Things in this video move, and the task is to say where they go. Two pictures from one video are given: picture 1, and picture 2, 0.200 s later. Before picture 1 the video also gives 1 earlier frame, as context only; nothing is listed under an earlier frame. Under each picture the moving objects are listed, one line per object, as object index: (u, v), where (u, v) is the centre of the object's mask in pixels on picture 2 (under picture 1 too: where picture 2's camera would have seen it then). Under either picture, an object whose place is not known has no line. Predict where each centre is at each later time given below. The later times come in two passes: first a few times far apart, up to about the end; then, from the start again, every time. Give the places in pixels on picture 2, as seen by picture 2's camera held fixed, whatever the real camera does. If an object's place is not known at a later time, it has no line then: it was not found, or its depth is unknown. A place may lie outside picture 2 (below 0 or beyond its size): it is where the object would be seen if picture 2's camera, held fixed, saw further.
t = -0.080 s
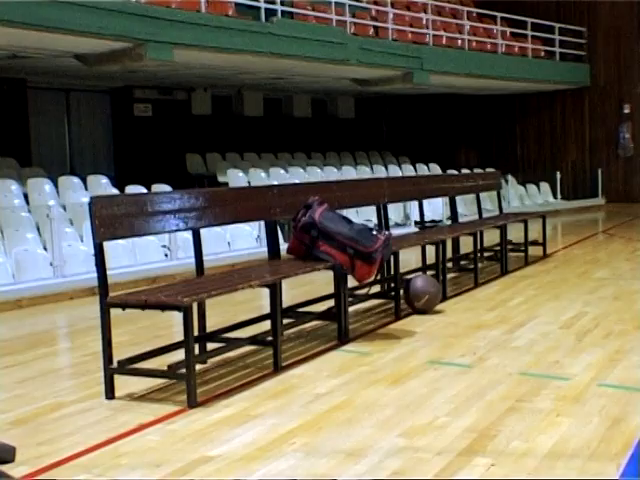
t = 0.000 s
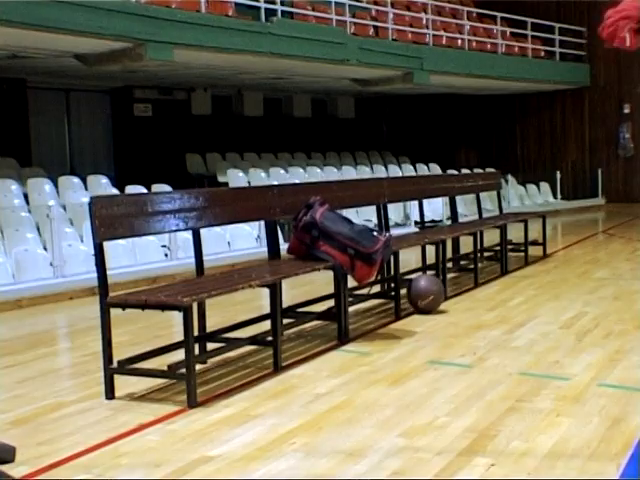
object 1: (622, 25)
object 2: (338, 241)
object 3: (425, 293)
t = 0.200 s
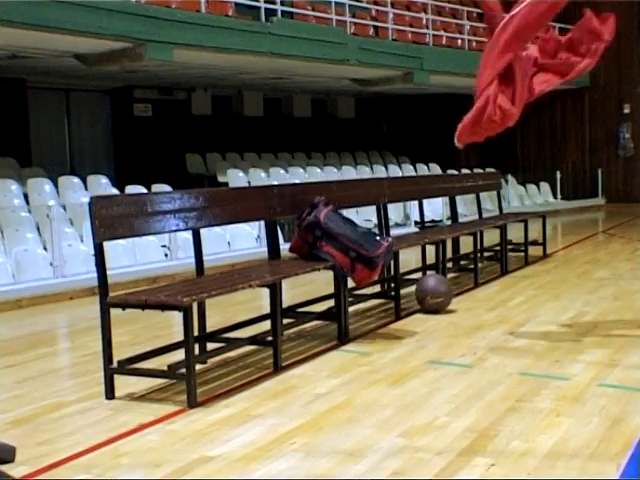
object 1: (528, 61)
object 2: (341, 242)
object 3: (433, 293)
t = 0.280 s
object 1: (477, 104)
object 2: (342, 243)
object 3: (436, 293)
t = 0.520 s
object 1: (386, 266)
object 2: (335, 242)
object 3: (446, 292)
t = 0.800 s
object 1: (407, 315)
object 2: (384, 280)
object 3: (456, 292)
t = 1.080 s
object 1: (408, 333)
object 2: (410, 311)
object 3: (465, 291)
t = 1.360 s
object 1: (402, 332)
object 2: (414, 315)
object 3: (475, 289)
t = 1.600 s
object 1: (402, 332)
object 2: (414, 315)
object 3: (479, 290)
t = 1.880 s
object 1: (402, 332)
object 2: (414, 315)
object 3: (483, 289)
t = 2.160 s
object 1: (402, 332)
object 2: (414, 315)
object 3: (489, 289)
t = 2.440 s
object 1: (401, 332)
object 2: (414, 315)
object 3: (495, 289)
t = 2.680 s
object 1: (401, 332)
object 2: (414, 315)
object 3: (500, 288)
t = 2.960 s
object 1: (401, 332)
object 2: (414, 315)
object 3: (505, 288)
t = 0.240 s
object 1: (503, 80)
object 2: (341, 243)
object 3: (435, 293)
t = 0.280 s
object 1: (477, 104)
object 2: (342, 243)
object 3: (436, 293)
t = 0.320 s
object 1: (454, 130)
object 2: (342, 243)
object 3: (438, 293)
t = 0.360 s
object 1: (434, 158)
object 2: (341, 243)
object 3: (440, 293)
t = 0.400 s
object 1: (417, 186)
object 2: (338, 242)
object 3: (441, 293)
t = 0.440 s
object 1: (401, 214)
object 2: (333, 238)
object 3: (443, 292)
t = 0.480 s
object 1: (389, 240)
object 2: (332, 238)
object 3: (445, 292)
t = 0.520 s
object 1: (386, 266)
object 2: (335, 242)
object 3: (446, 292)
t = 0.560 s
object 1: (384, 286)
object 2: (341, 244)
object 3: (448, 292)
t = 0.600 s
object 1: (384, 292)
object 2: (347, 246)
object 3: (449, 292)
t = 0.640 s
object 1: (388, 295)
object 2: (355, 253)
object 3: (450, 292)
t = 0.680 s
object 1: (393, 298)
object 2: (363, 260)
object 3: (452, 292)
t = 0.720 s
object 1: (398, 303)
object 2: (370, 268)
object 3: (453, 291)
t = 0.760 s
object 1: (401, 308)
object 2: (378, 276)
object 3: (455, 291)
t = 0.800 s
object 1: (407, 315)
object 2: (384, 280)
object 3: (456, 292)
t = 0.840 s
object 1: (402, 319)
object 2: (388, 286)
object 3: (459, 292)
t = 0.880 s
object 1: (402, 323)
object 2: (393, 288)
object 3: (460, 289)
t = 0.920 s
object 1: (404, 325)
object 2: (396, 291)
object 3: (460, 291)
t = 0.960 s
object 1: (405, 327)
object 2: (399, 293)
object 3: (461, 291)
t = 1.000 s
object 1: (403, 324)
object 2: (402, 295)
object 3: (462, 291)
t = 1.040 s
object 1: (409, 334)
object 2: (403, 299)
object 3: (464, 290)
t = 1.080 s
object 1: (408, 333)
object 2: (410, 311)
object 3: (465, 291)
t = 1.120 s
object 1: (407, 334)
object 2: (411, 312)
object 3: (467, 291)
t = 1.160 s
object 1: (404, 333)
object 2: (412, 313)
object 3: (469, 291)
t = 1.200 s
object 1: (404, 334)
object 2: (412, 314)
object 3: (471, 291)
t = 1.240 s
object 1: (403, 333)
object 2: (413, 315)
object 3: (472, 290)
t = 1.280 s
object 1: (403, 332)
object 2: (414, 315)
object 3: (473, 289)
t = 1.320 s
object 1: (402, 333)
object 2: (414, 315)
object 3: (474, 289)
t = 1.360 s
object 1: (402, 332)
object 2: (414, 315)
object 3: (475, 289)
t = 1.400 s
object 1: (402, 332)
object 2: (415, 315)
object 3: (476, 289)
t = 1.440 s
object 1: (402, 332)
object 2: (414, 315)
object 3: (477, 290)
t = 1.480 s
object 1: (402, 332)
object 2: (414, 315)
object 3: (477, 290)
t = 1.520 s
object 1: (402, 332)
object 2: (414, 315)
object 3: (478, 290)
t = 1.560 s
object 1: (402, 332)
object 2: (414, 315)
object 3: (478, 290)
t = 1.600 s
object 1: (402, 332)
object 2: (414, 315)
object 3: (479, 290)
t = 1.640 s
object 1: (402, 332)
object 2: (414, 315)
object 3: (479, 290)
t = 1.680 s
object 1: (402, 332)
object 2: (414, 315)
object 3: (480, 289)
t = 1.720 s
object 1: (402, 332)
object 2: (414, 315)
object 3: (481, 289)
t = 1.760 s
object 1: (402, 332)
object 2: (414, 315)
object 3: (481, 289)
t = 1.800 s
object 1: (402, 332)
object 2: (414, 315)
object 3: (482, 289)
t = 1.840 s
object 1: (402, 332)
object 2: (414, 315)
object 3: (482, 289)
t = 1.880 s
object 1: (402, 332)
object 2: (414, 315)
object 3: (483, 289)
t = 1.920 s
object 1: (402, 332)
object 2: (414, 315)
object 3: (484, 289)
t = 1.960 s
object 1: (402, 332)
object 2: (414, 315)
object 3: (485, 290)
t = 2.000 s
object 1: (402, 332)
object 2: (414, 315)
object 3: (486, 290)
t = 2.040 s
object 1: (402, 332)
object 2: (414, 315)
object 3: (486, 290)
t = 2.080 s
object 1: (401, 332)
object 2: (414, 315)
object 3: (487, 290)
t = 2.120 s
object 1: (402, 332)
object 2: (414, 315)
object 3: (488, 290)
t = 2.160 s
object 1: (402, 332)
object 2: (414, 315)
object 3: (489, 289)
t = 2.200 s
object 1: (402, 332)
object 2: (414, 315)
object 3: (490, 289)
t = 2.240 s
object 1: (401, 332)
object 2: (414, 315)
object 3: (491, 289)
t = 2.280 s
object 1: (401, 332)
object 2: (414, 315)
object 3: (492, 289)
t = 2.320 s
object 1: (401, 332)
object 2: (414, 315)
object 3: (493, 289)
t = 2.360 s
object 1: (401, 332)
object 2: (414, 315)
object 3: (493, 289)
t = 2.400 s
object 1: (401, 332)
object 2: (414, 315)
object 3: (494, 289)
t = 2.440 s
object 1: (401, 332)
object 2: (414, 315)
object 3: (495, 289)
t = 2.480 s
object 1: (401, 332)
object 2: (414, 315)
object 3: (496, 289)
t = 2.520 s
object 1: (401, 332)
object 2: (414, 315)
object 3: (496, 289)
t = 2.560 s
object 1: (401, 332)
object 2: (414, 315)
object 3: (497, 288)
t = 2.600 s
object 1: (401, 332)
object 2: (414, 315)
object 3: (498, 288)
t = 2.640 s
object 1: (401, 332)
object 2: (414, 315)
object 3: (499, 288)
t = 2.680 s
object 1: (401, 332)
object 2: (414, 315)
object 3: (500, 288)
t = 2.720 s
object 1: (401, 332)
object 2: (414, 315)
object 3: (500, 288)
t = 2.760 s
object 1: (401, 332)
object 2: (414, 315)
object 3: (501, 288)
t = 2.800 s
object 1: (401, 332)
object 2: (414, 315)
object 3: (502, 288)
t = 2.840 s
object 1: (401, 332)
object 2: (414, 315)
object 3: (503, 288)
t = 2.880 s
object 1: (401, 332)
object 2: (414, 315)
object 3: (503, 288)
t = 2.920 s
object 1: (401, 332)
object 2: (414, 315)
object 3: (504, 288)
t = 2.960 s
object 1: (401, 332)
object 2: (414, 315)
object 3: (505, 288)
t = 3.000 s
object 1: (401, 332)
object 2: (414, 315)
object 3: (505, 288)
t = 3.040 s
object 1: (401, 332)
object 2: (414, 315)
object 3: (506, 288)
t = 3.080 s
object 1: (401, 332)
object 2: (414, 315)
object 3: (507, 288)
